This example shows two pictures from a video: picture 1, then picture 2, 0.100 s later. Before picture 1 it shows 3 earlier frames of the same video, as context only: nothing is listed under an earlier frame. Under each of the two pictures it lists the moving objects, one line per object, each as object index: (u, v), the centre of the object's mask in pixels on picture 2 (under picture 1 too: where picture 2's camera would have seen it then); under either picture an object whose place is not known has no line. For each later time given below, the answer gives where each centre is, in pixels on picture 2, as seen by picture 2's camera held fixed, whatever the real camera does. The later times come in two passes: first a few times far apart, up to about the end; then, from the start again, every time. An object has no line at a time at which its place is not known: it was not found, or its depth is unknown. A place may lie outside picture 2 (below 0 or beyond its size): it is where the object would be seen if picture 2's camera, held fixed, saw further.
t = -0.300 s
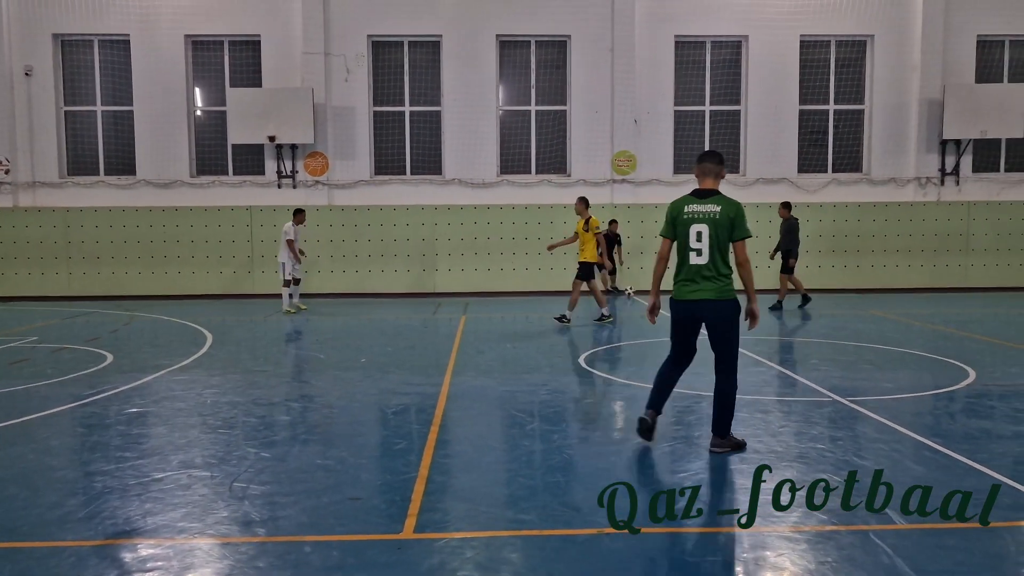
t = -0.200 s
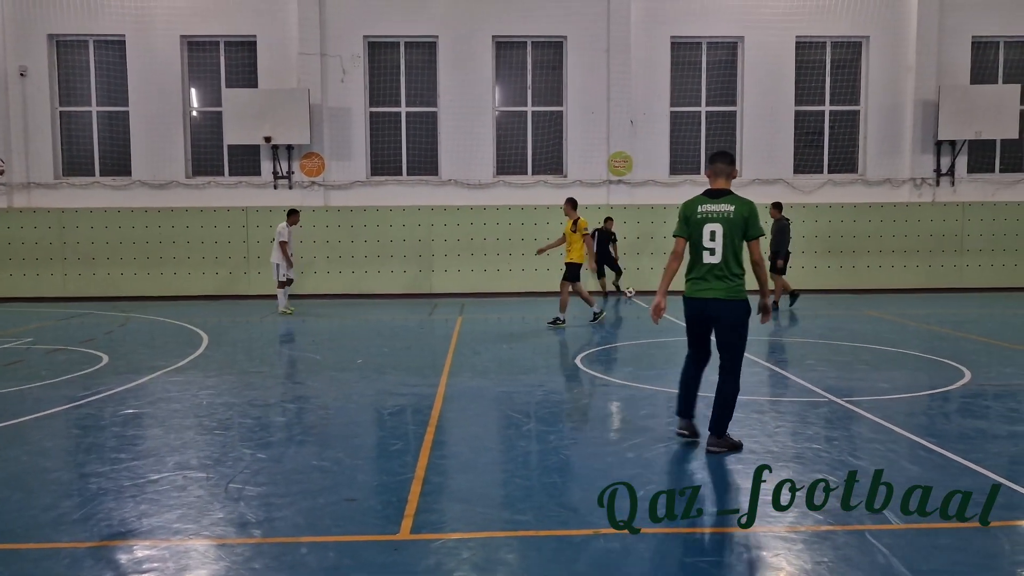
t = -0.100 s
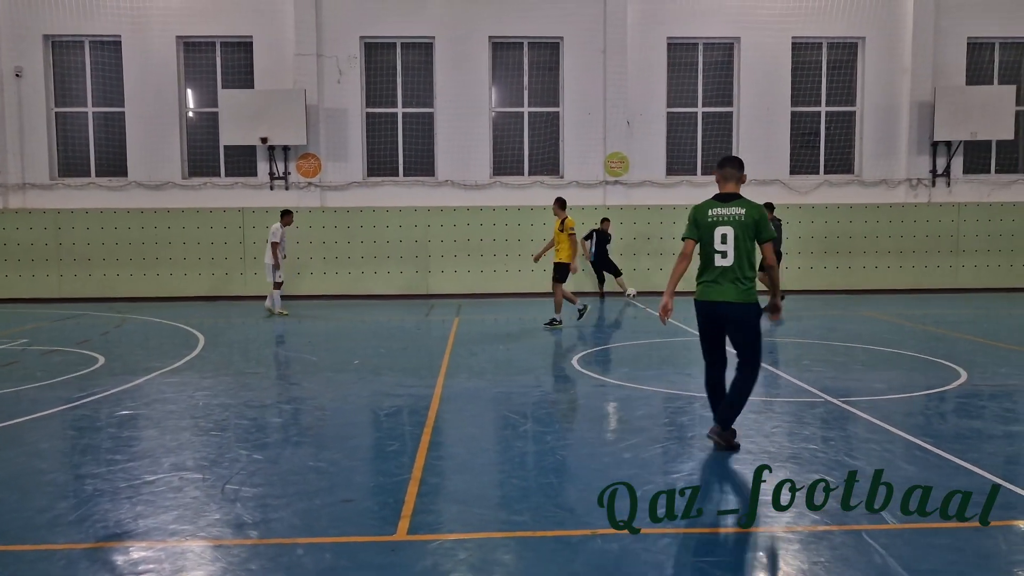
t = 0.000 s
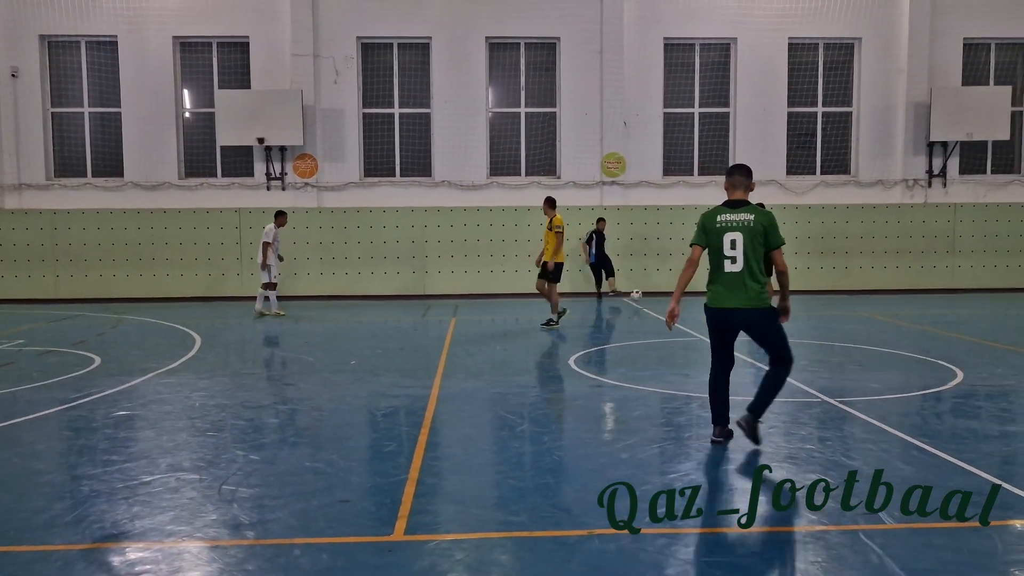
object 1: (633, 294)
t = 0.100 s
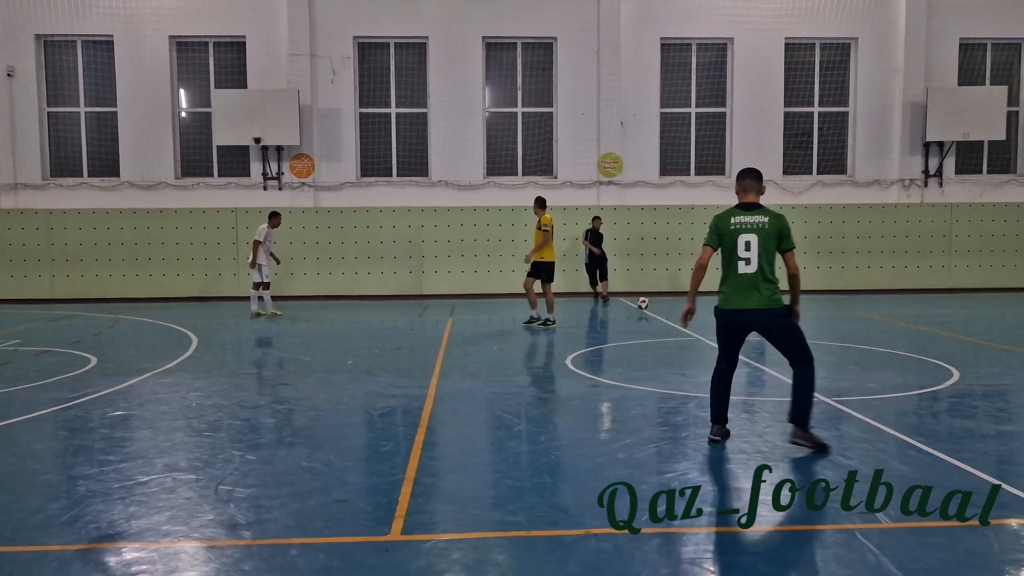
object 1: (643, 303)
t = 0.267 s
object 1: (658, 316)
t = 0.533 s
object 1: (682, 340)
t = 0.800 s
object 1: (709, 373)
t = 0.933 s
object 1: (726, 394)
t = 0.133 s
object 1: (646, 308)
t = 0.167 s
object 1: (649, 310)
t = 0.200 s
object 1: (652, 311)
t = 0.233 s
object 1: (654, 313)
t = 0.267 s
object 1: (658, 316)
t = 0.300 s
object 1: (660, 320)
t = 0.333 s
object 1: (664, 324)
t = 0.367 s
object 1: (666, 325)
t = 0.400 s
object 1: (669, 326)
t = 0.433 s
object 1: (672, 330)
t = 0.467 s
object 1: (676, 334)
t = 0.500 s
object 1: (678, 338)
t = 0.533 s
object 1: (682, 340)
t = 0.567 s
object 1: (685, 343)
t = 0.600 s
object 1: (688, 348)
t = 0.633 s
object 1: (691, 353)
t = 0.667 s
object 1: (695, 354)
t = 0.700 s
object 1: (698, 358)
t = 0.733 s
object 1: (702, 363)
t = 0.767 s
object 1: (705, 369)
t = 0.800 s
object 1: (709, 373)
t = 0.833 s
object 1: (713, 377)
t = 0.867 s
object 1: (717, 384)
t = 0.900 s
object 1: (721, 388)
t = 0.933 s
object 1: (726, 394)
